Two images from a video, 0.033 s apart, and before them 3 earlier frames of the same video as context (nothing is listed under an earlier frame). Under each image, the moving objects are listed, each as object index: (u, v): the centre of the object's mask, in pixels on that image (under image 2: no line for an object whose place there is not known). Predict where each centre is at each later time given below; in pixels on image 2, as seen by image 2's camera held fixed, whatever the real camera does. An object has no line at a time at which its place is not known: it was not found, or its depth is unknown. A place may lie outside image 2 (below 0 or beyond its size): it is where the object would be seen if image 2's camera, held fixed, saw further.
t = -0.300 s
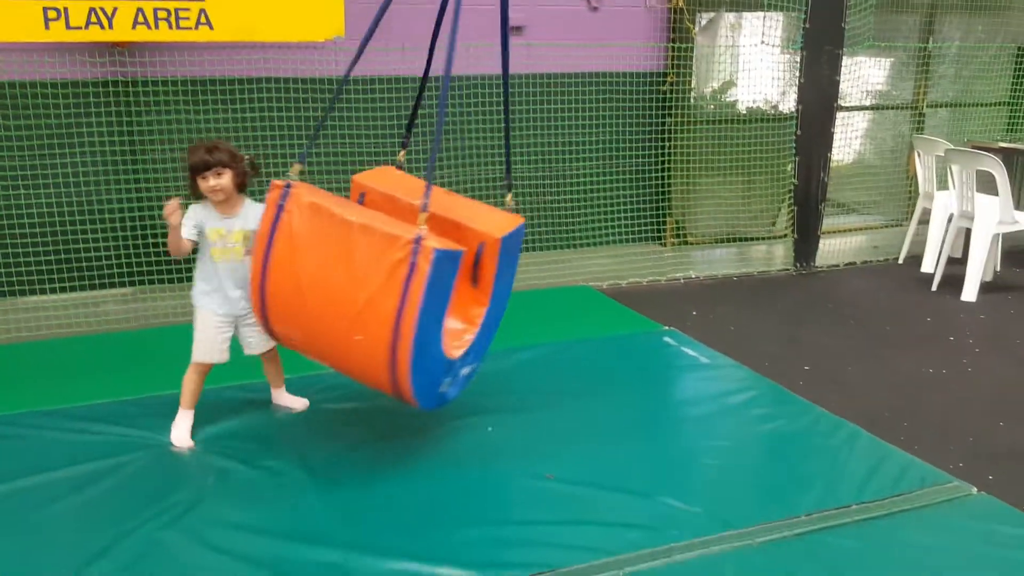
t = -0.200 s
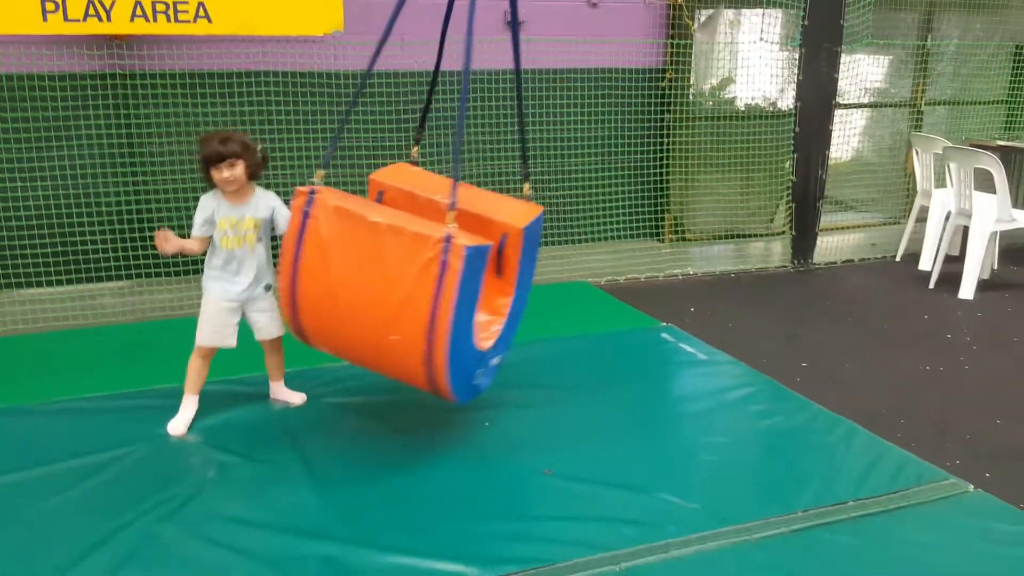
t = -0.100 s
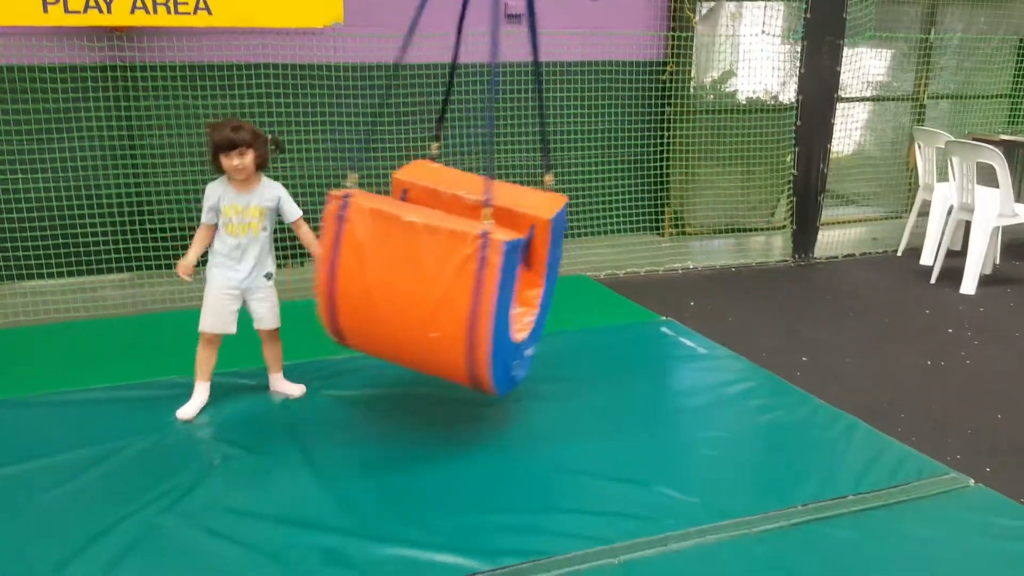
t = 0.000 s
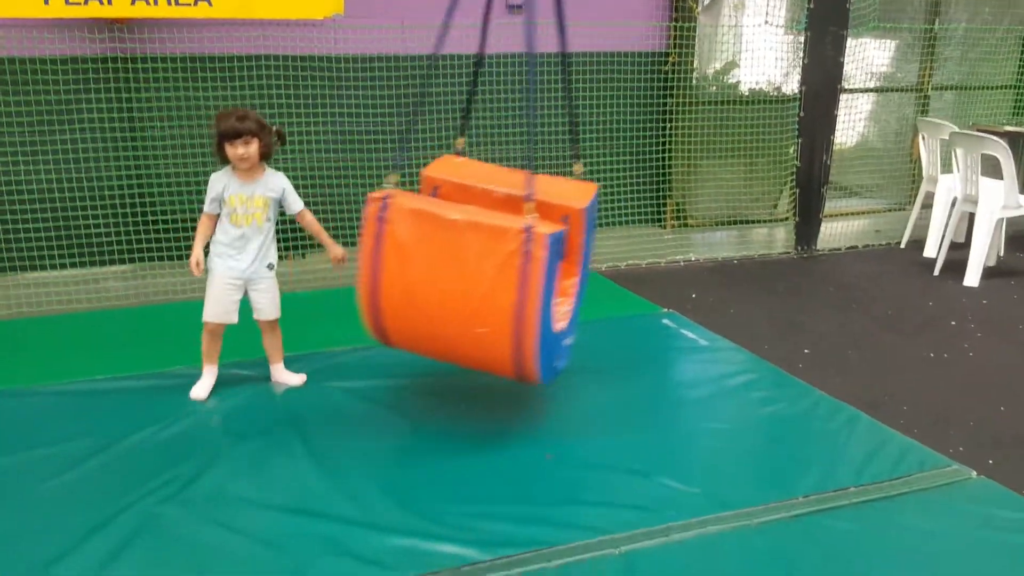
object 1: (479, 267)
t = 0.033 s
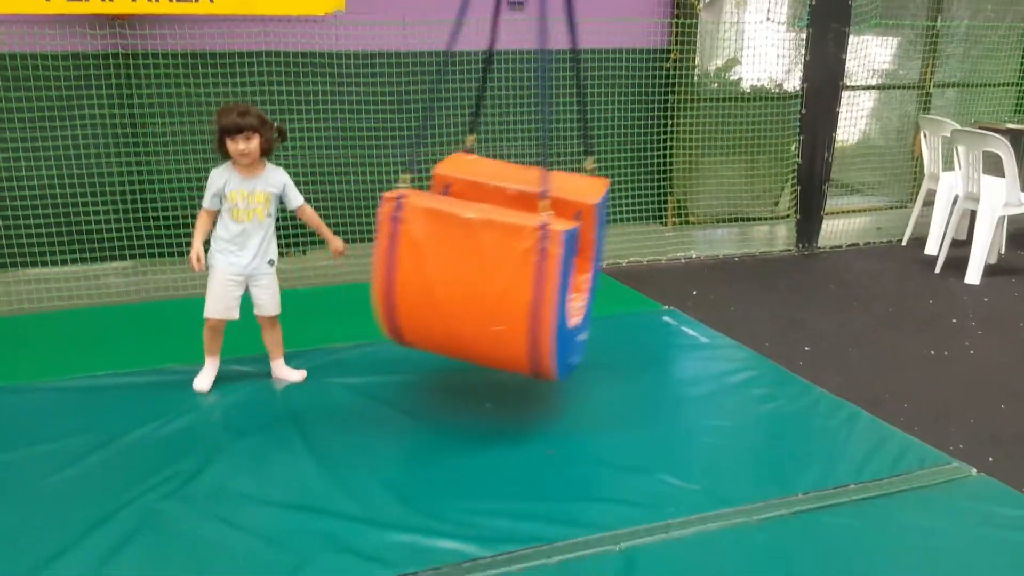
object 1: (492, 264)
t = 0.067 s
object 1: (503, 264)
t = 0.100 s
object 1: (514, 265)
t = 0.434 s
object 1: (644, 266)
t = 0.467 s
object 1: (658, 266)
